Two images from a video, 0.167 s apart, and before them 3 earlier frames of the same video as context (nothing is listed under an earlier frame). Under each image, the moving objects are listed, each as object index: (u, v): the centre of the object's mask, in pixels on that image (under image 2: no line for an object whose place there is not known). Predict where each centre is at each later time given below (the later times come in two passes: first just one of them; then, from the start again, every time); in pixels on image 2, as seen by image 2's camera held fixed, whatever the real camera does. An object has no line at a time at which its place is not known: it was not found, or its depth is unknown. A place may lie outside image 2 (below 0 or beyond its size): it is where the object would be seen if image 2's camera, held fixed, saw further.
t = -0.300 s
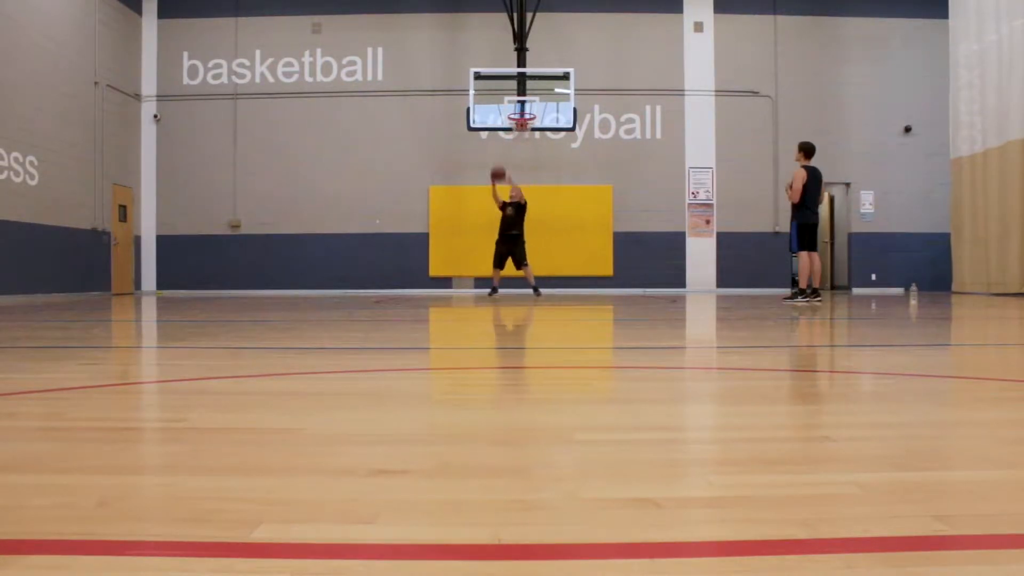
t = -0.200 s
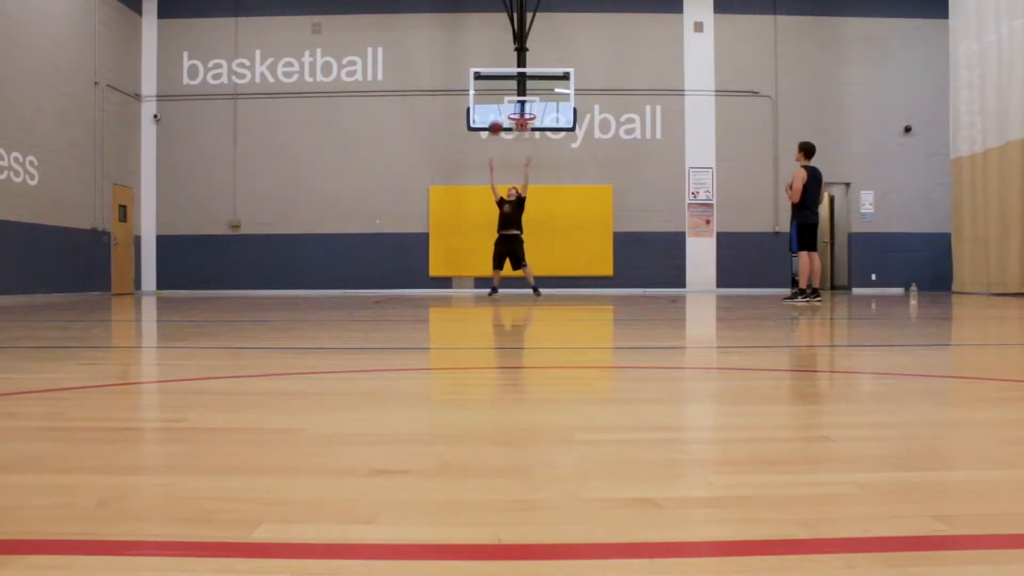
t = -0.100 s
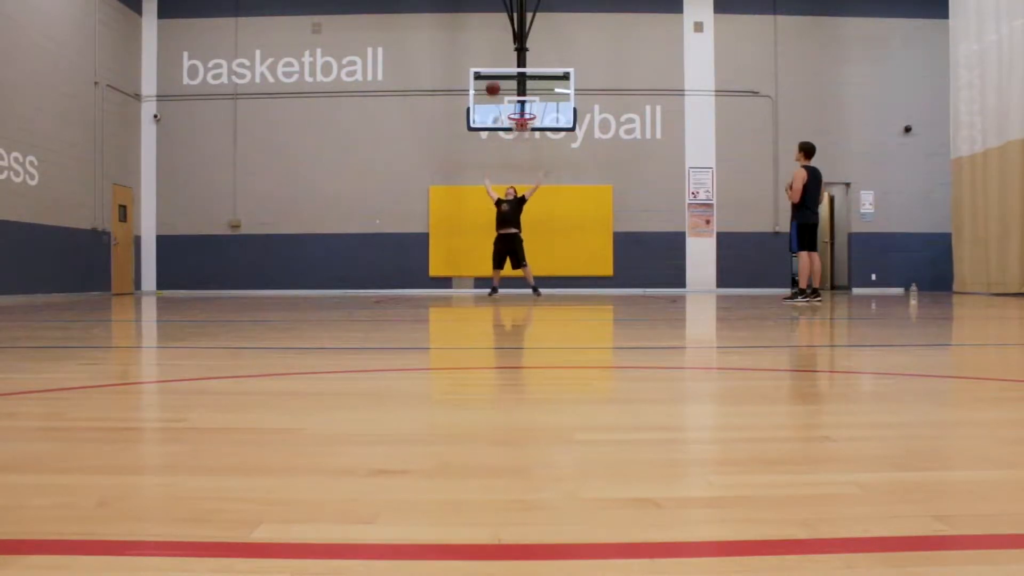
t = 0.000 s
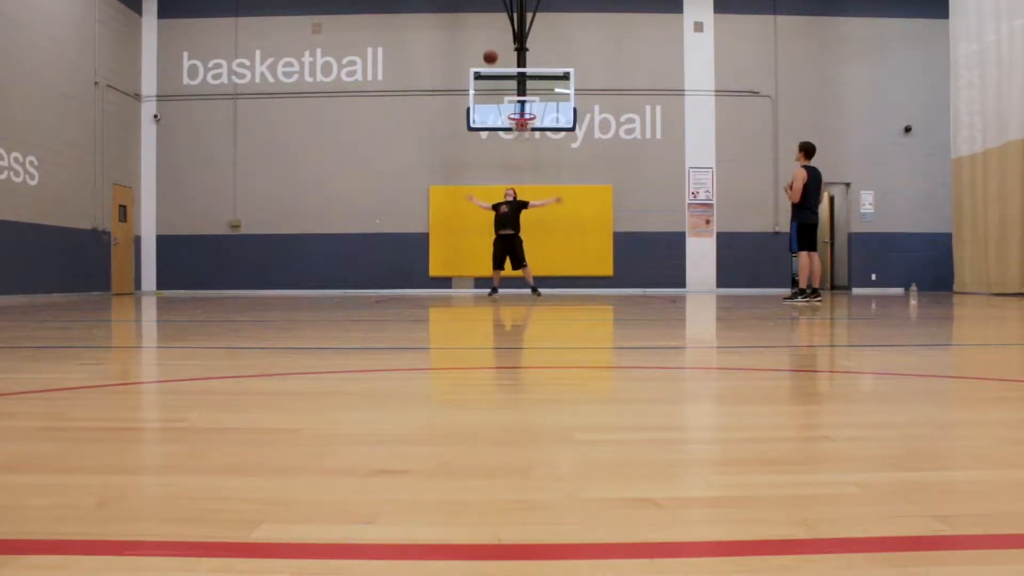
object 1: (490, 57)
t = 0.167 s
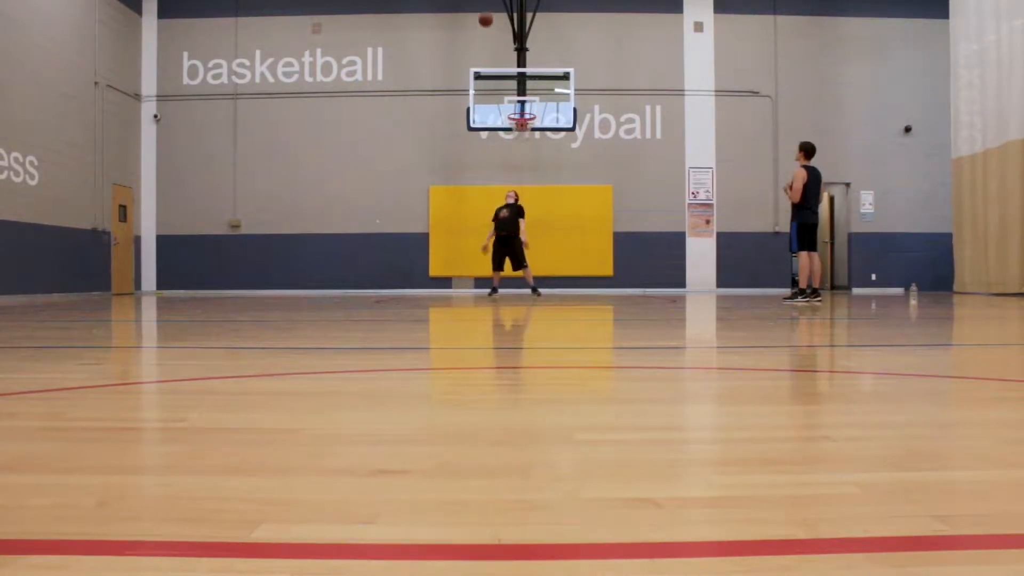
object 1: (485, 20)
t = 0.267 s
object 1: (484, 6)
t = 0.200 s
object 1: (484, 15)
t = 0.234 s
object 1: (484, 9)
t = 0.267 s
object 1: (484, 6)
